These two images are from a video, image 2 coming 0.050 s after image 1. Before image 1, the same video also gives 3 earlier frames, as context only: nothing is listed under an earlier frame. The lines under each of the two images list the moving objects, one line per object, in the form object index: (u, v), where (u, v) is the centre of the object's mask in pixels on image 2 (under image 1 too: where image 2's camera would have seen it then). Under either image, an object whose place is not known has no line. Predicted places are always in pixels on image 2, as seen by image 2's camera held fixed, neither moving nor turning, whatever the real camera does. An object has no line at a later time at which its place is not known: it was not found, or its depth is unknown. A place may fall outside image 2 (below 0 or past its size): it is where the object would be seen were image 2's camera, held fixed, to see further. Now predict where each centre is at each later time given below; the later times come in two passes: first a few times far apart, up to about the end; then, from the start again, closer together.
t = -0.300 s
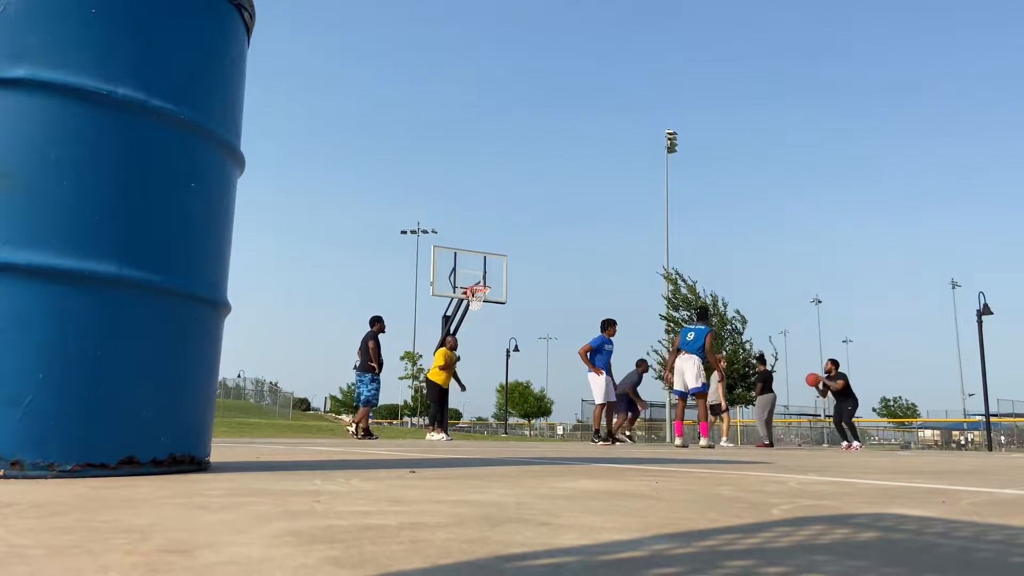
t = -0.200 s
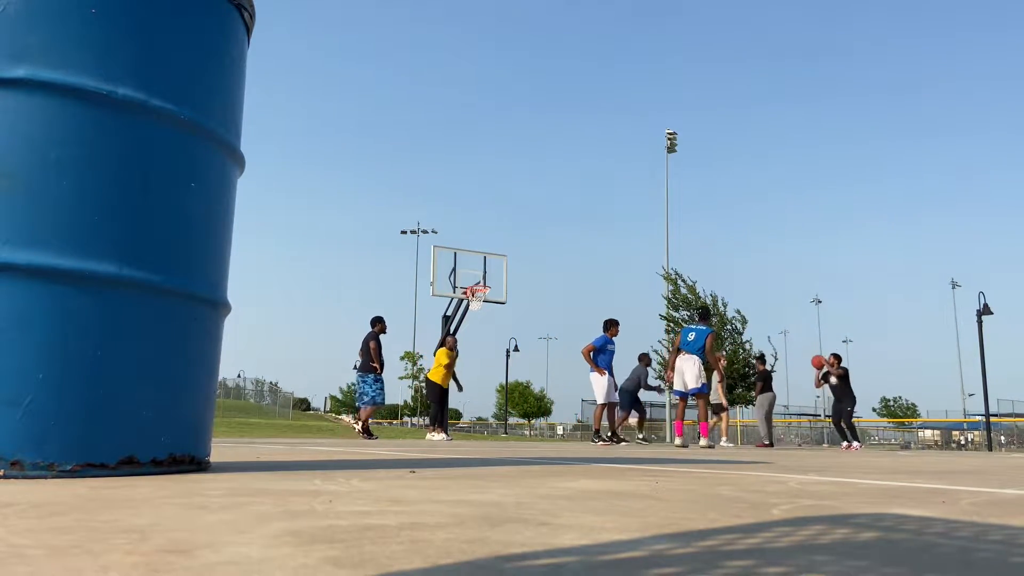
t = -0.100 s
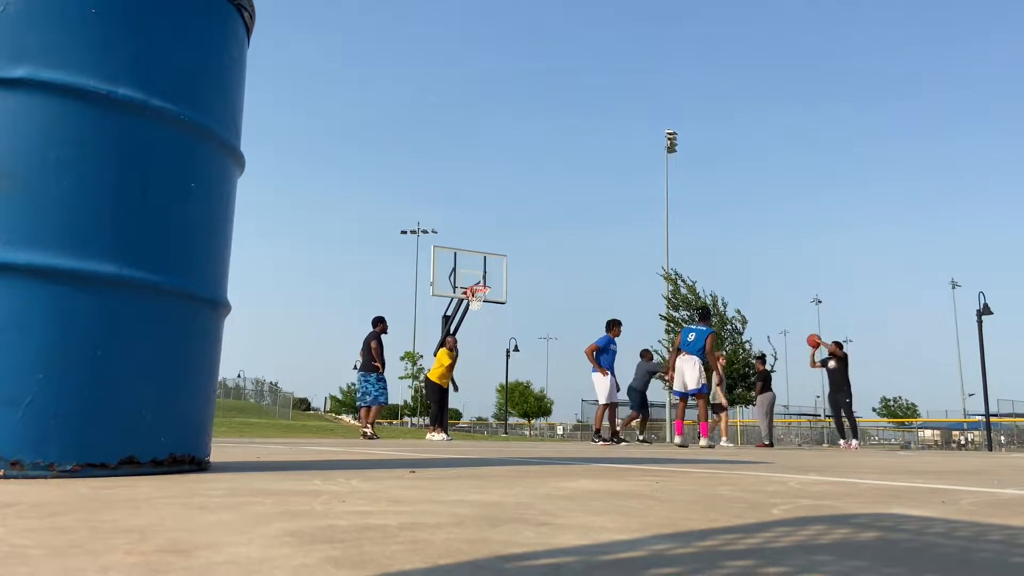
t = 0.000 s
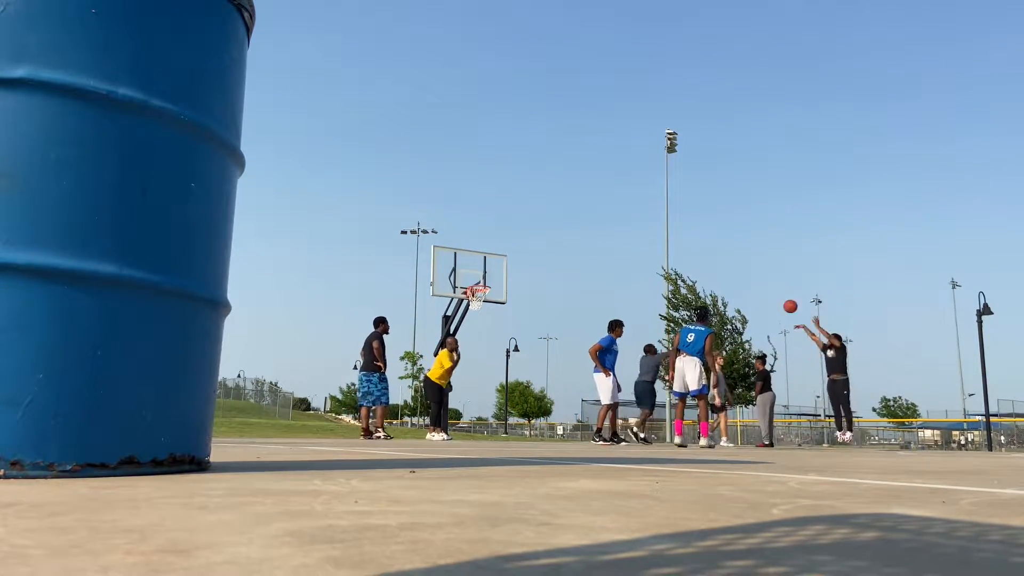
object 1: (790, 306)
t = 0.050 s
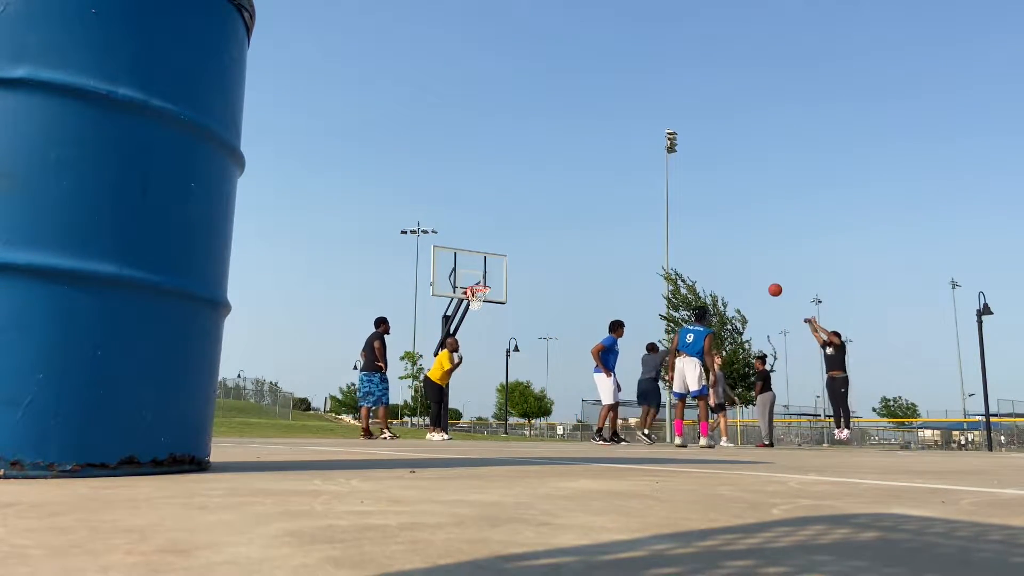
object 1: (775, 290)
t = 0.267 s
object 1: (714, 237)
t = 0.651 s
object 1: (618, 208)
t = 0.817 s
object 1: (579, 217)
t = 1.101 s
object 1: (517, 260)
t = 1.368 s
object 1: (519, 282)
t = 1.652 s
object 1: (562, 304)
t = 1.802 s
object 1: (583, 329)
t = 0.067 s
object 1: (770, 285)
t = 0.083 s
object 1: (765, 280)
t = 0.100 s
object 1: (760, 275)
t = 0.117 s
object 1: (756, 270)
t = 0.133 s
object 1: (751, 266)
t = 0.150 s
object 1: (746, 262)
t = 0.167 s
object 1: (741, 258)
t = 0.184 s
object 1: (737, 254)
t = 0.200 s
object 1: (732, 250)
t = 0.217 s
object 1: (728, 247)
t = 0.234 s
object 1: (723, 243)
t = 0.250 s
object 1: (718, 240)
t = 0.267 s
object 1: (714, 237)
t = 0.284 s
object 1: (710, 234)
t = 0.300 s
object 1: (705, 231)
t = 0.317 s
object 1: (701, 229)
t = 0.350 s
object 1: (692, 224)
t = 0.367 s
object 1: (687, 222)
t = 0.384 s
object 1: (683, 220)
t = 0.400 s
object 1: (679, 218)
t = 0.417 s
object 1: (675, 216)
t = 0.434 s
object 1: (671, 215)
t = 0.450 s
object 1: (666, 214)
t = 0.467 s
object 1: (662, 212)
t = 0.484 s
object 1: (658, 211)
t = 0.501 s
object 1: (654, 211)
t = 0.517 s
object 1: (650, 210)
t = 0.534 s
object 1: (646, 209)
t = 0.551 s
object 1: (642, 208)
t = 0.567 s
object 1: (638, 208)
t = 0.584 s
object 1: (634, 208)
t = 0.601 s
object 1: (630, 207)
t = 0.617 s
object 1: (626, 207)
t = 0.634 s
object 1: (622, 207)
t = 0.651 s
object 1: (618, 208)
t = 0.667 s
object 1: (614, 208)
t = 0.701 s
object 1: (606, 209)
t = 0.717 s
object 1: (602, 210)
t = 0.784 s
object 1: (587, 214)
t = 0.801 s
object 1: (583, 215)
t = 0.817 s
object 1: (579, 217)
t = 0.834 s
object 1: (576, 218)
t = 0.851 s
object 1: (572, 220)
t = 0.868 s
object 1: (568, 222)
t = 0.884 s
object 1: (565, 224)
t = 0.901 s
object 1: (561, 226)
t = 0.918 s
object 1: (557, 228)
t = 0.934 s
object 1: (554, 230)
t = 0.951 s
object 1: (550, 233)
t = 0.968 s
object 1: (546, 235)
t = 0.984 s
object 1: (543, 238)
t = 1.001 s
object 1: (539, 241)
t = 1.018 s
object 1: (535, 244)
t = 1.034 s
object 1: (532, 246)
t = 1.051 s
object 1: (528, 250)
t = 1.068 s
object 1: (524, 253)
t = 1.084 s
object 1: (521, 256)
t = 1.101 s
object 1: (517, 260)
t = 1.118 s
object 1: (513, 263)
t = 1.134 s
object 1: (510, 267)
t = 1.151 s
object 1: (506, 271)
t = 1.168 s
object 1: (503, 274)
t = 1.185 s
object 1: (499, 279)
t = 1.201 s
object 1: (496, 283)
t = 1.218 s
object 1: (494, 285)
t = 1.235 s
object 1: (496, 285)
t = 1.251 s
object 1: (500, 284)
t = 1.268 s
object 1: (502, 283)
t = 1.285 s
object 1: (506, 283)
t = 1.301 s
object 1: (508, 283)
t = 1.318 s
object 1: (511, 282)
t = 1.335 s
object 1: (514, 282)
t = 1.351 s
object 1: (517, 282)
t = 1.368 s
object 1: (519, 282)
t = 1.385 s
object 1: (522, 283)
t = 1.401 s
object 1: (525, 283)
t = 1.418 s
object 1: (528, 284)
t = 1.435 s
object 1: (530, 284)
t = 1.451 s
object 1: (533, 285)
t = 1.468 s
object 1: (535, 286)
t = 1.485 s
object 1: (538, 287)
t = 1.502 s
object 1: (540, 288)
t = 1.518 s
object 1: (543, 289)
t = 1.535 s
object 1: (545, 291)
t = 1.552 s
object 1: (548, 292)
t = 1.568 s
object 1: (550, 294)
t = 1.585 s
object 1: (553, 295)
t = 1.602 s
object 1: (555, 297)
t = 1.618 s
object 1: (558, 299)
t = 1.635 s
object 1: (560, 301)
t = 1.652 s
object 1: (562, 304)
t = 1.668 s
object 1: (565, 306)
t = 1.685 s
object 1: (567, 308)
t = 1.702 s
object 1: (569, 311)
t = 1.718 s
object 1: (572, 314)
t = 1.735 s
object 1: (574, 316)
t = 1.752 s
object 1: (576, 320)
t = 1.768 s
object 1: (578, 322)
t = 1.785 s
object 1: (580, 326)
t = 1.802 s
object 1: (583, 329)
